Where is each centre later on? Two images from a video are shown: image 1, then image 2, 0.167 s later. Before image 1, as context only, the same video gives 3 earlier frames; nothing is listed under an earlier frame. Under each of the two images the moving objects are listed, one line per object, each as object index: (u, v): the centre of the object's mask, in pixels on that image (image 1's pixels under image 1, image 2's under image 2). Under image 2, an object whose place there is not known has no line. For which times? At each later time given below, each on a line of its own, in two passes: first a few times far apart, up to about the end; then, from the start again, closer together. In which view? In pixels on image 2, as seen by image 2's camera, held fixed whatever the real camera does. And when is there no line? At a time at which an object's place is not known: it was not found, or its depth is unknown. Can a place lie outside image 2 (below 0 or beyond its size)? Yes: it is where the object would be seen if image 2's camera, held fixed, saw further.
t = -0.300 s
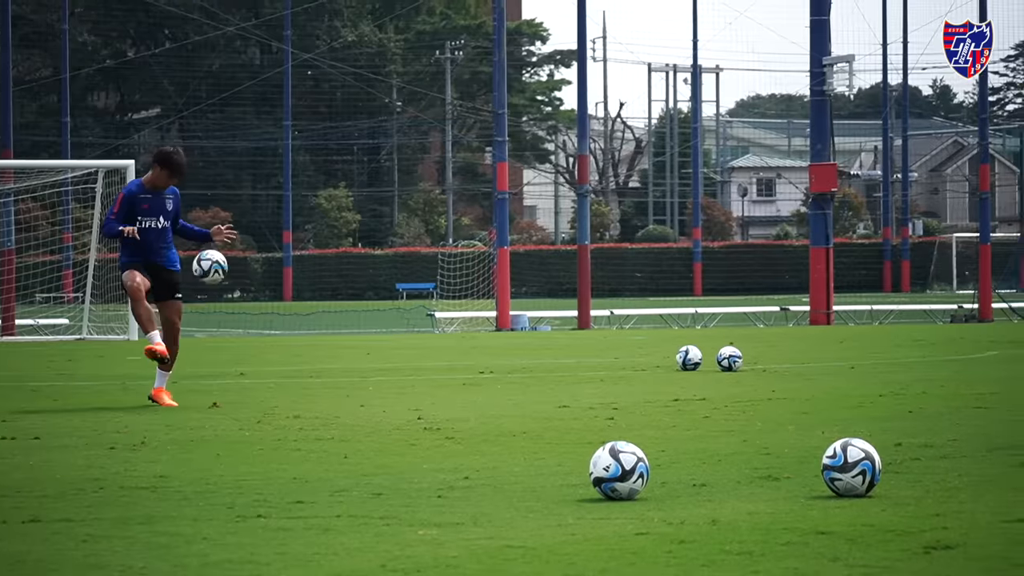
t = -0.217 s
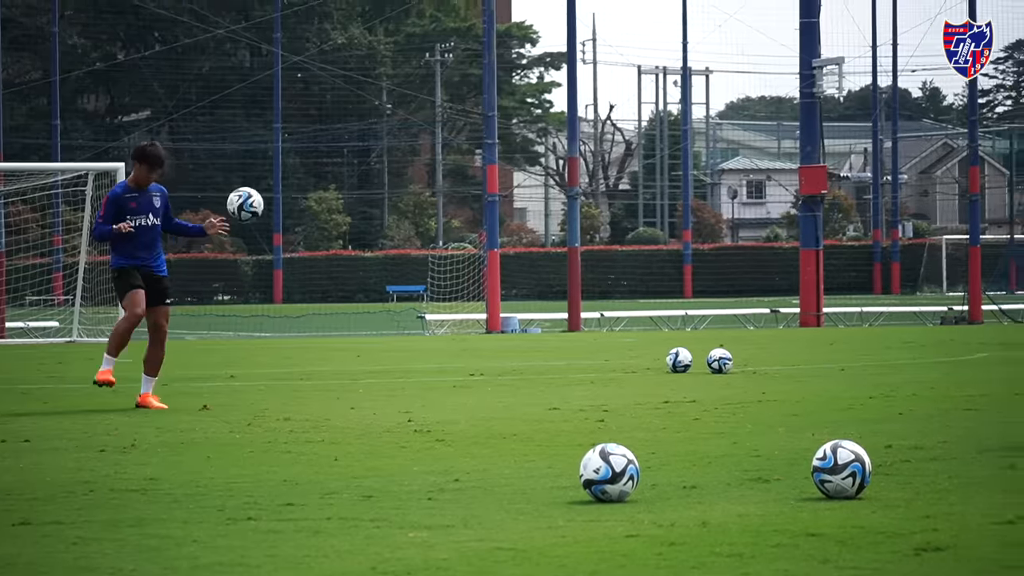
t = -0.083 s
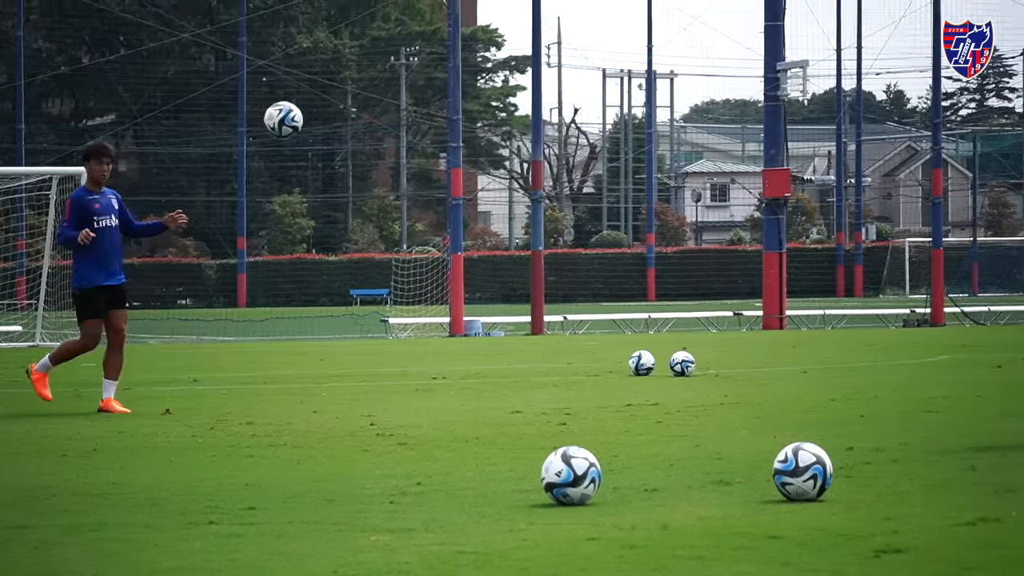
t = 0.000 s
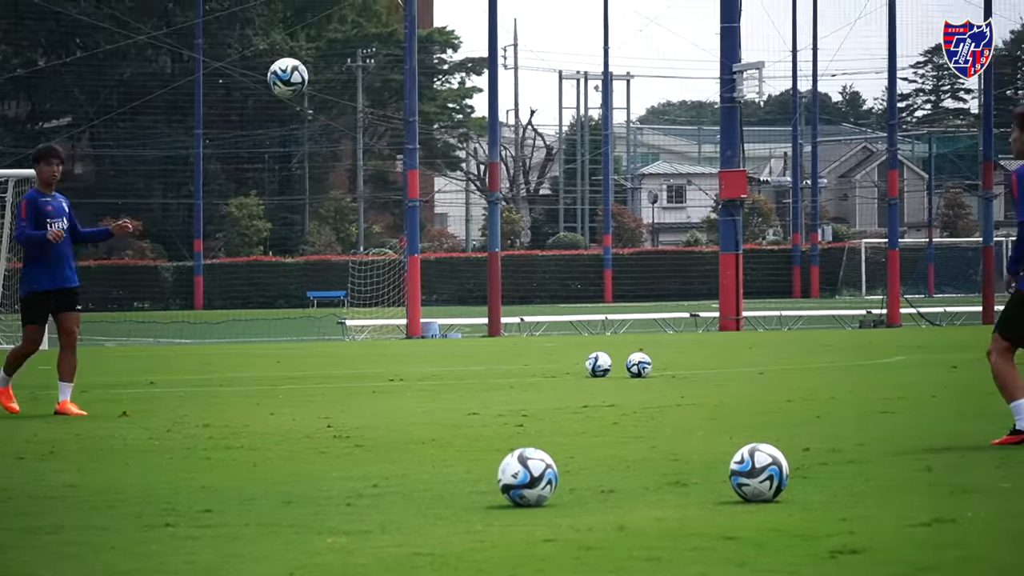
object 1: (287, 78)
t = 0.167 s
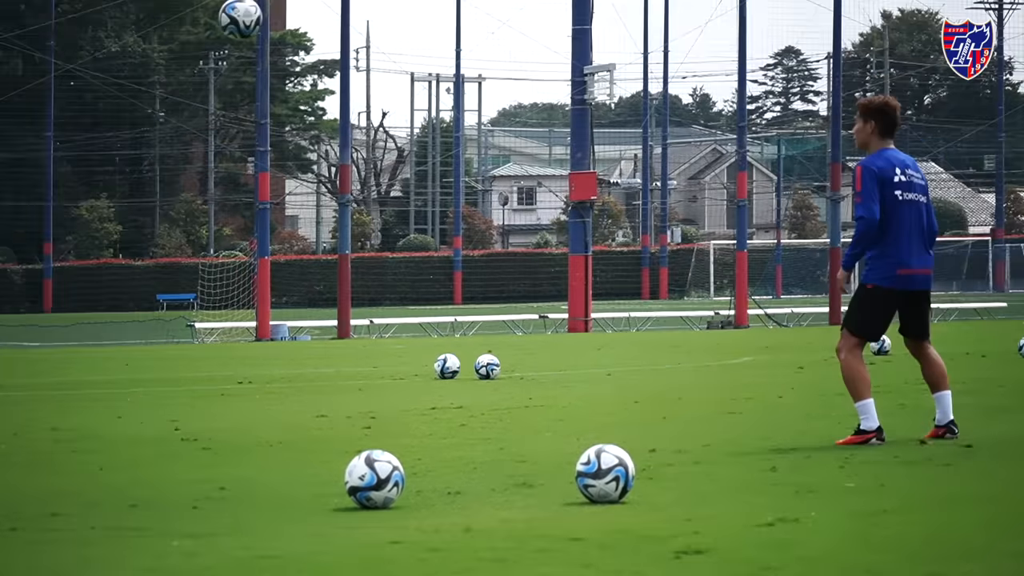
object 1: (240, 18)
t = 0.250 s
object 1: (295, 13)
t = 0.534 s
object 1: (491, 66)
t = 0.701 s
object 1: (630, 197)
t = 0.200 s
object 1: (262, 15)
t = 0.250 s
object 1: (295, 13)
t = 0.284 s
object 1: (316, 13)
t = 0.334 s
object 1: (349, 15)
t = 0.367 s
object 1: (372, 18)
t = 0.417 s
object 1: (405, 24)
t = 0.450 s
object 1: (430, 30)
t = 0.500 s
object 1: (465, 49)
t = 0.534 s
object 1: (491, 66)
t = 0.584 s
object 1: (532, 96)
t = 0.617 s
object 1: (560, 120)
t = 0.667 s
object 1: (603, 165)
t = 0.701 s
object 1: (630, 197)
